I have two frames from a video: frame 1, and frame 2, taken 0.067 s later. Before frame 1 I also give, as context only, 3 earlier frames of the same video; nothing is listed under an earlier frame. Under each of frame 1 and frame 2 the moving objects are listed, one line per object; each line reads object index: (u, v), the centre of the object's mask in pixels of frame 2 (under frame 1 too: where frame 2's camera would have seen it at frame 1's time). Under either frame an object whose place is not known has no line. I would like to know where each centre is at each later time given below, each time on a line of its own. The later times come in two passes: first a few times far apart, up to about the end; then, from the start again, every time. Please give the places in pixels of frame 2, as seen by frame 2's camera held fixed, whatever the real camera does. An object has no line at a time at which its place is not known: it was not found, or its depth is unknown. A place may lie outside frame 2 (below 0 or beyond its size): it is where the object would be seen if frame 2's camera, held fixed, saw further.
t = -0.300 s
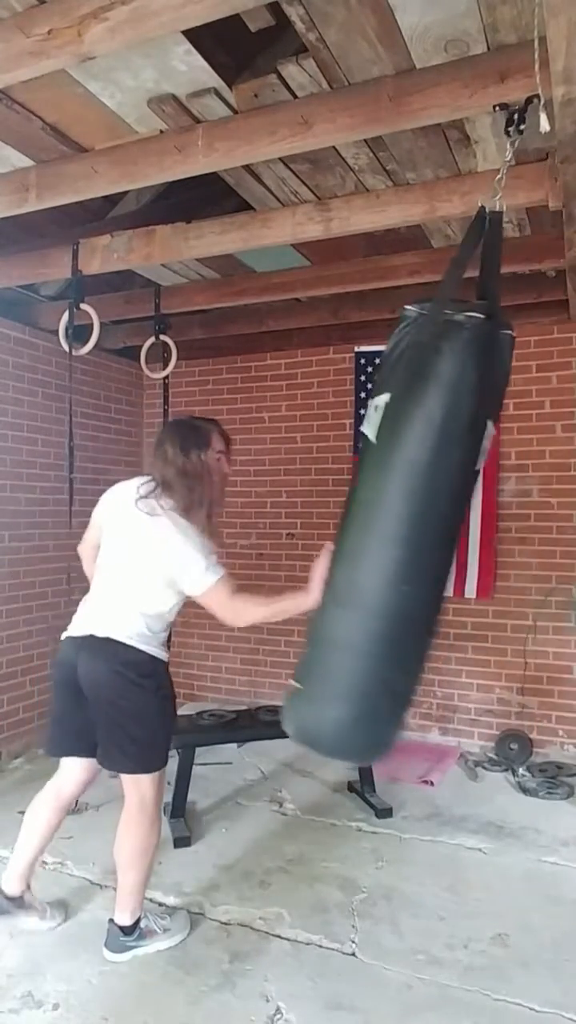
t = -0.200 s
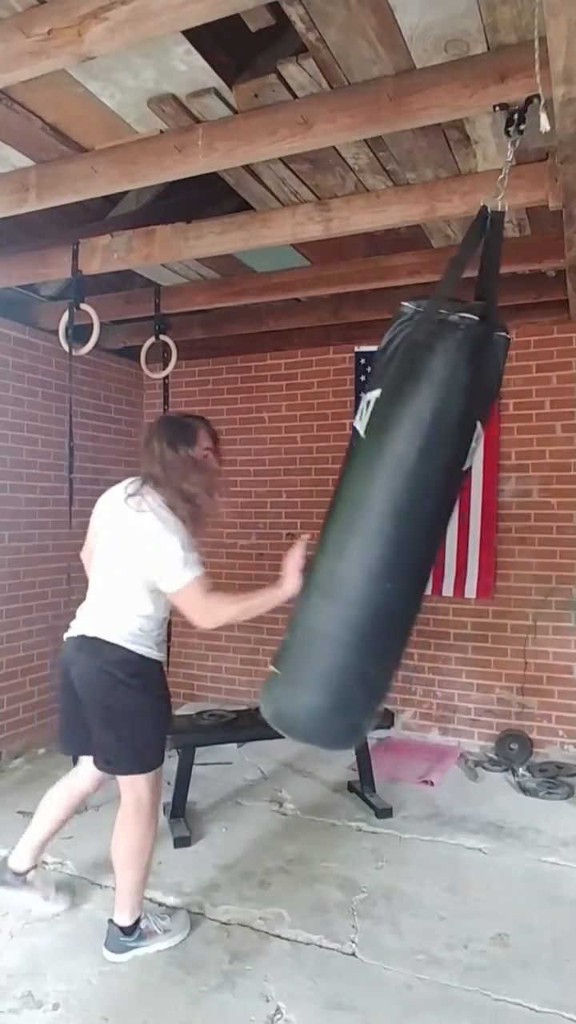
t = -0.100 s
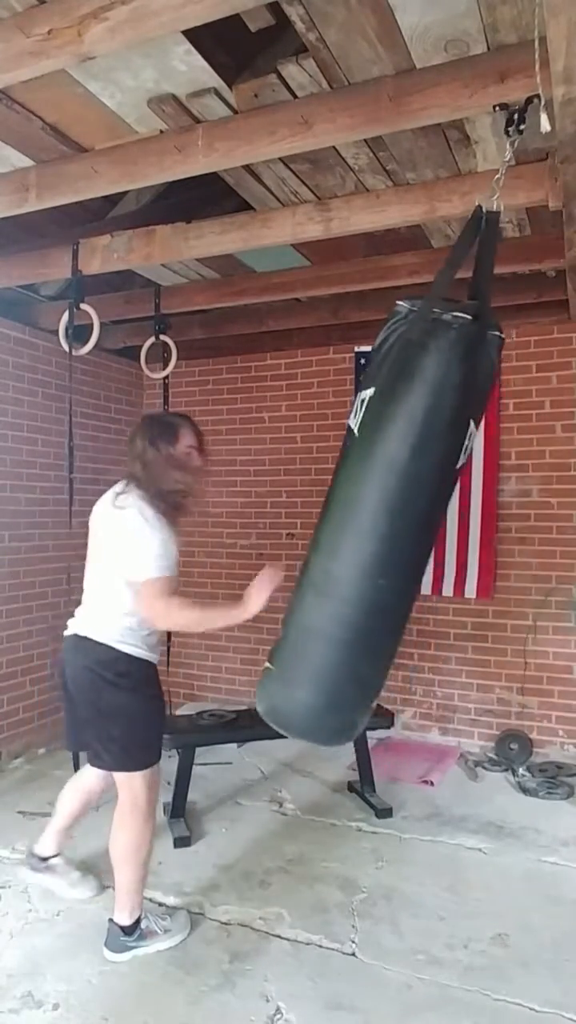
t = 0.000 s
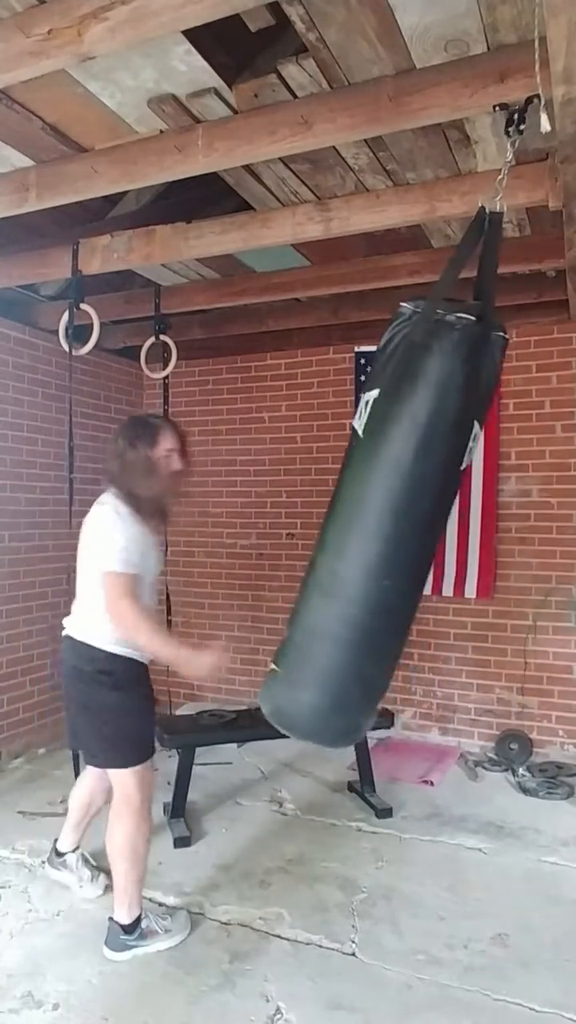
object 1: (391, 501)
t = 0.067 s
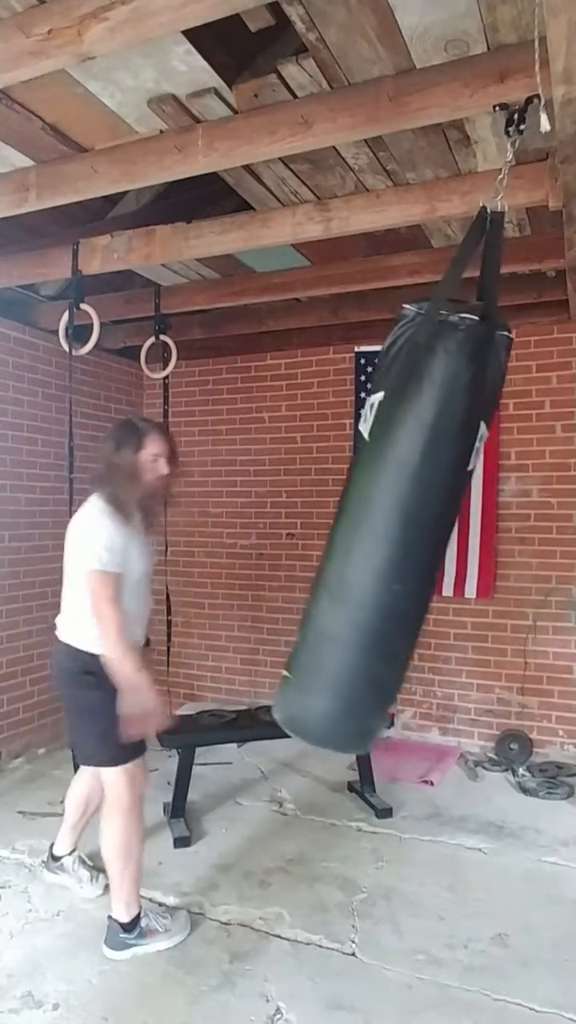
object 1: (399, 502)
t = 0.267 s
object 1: (446, 518)
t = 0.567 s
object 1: (537, 501)
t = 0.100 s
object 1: (405, 505)
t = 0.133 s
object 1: (411, 507)
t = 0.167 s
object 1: (418, 510)
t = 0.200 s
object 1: (426, 513)
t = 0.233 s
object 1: (436, 515)
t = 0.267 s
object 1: (446, 518)
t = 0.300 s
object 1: (456, 521)
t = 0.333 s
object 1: (468, 523)
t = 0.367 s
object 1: (481, 527)
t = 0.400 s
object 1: (494, 531)
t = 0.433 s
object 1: (507, 536)
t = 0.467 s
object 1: (518, 537)
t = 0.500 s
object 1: (525, 529)
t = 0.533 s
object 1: (531, 516)
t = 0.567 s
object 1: (537, 501)
